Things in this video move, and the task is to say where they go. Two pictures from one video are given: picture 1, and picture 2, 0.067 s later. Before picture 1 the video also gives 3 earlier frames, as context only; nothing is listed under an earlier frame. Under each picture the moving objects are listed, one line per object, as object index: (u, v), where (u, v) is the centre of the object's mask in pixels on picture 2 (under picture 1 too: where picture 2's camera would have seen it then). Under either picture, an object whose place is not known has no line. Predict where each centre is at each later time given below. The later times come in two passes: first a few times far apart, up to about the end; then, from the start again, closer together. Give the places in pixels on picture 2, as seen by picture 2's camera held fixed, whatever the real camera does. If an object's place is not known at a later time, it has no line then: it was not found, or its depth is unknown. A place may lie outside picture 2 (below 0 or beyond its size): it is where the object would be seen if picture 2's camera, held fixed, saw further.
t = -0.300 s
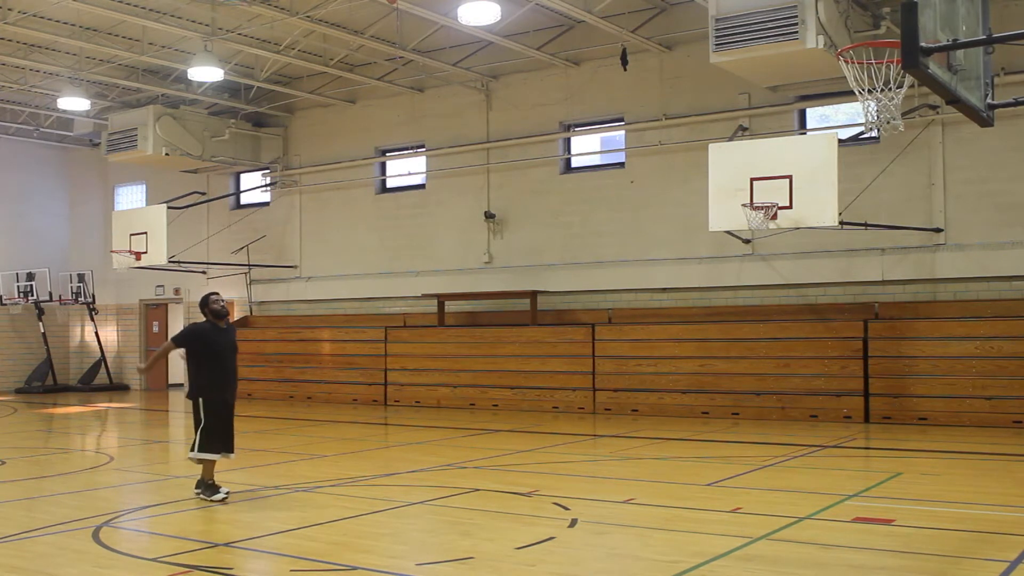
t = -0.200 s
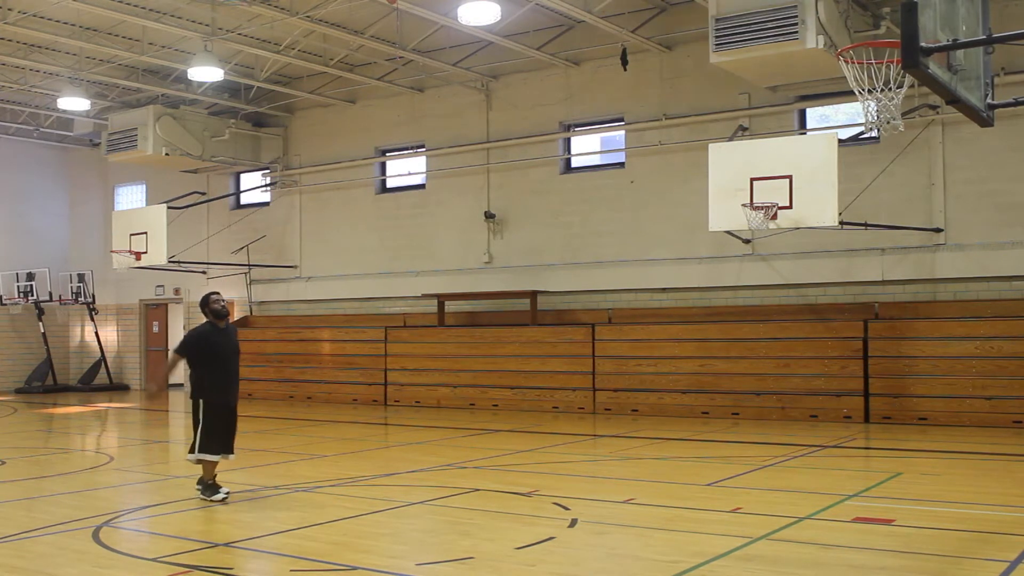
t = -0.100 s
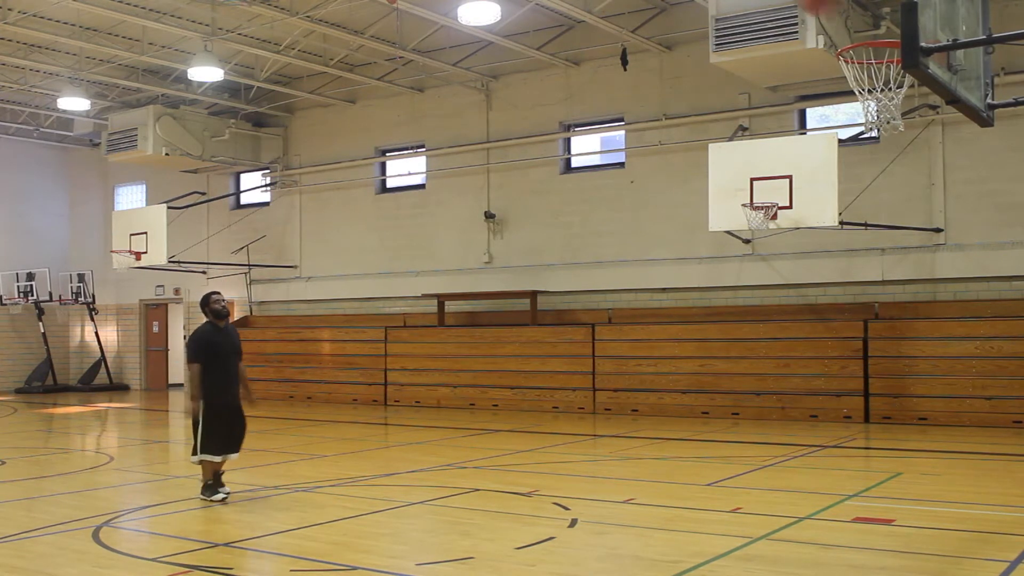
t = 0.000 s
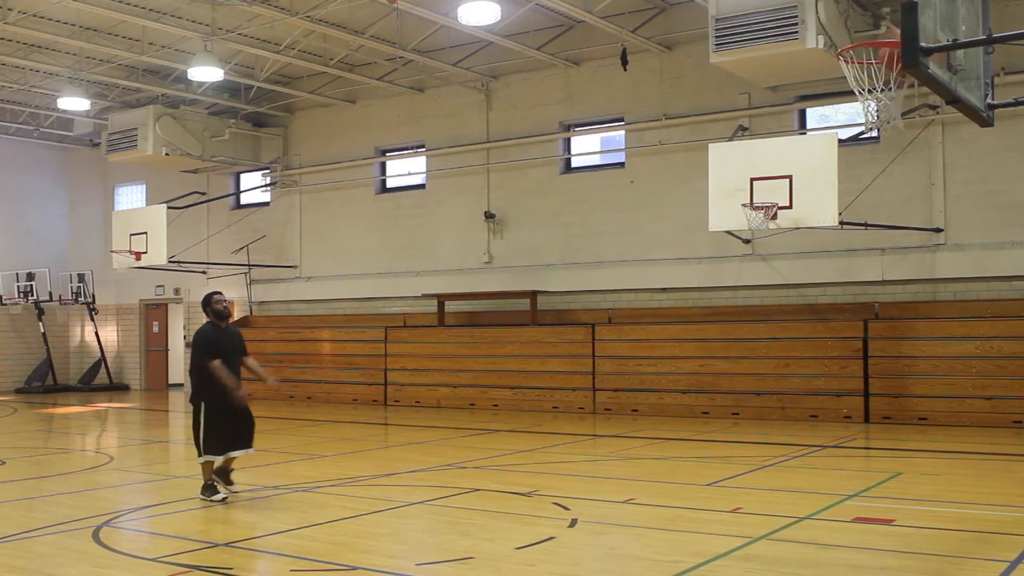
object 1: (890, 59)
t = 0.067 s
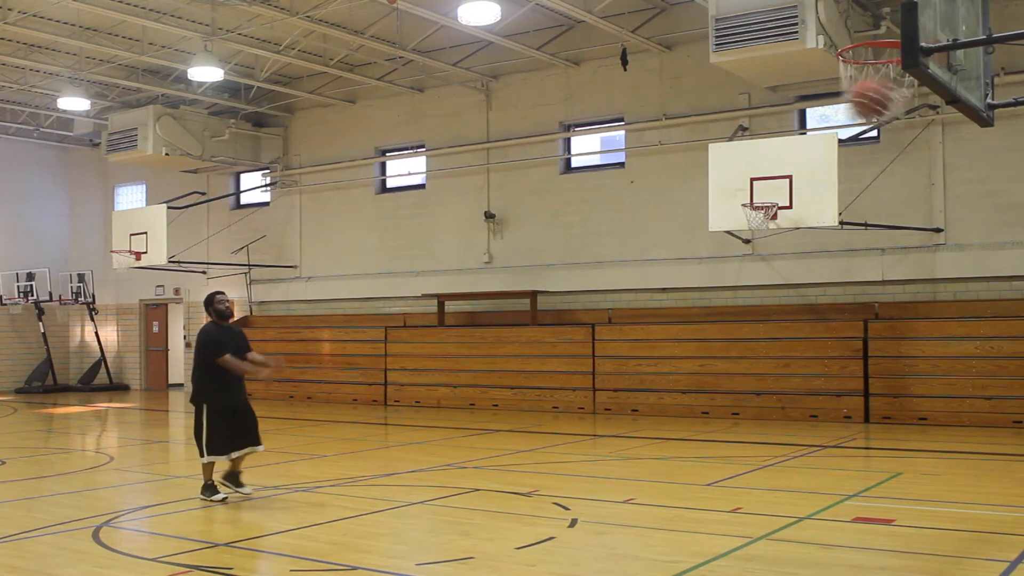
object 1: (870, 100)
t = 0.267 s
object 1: (836, 105)
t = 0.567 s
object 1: (826, 194)
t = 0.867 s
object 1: (814, 435)
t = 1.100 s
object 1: (814, 459)
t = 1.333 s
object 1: (861, 491)
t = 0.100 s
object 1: (856, 105)
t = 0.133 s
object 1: (850, 102)
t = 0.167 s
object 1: (848, 106)
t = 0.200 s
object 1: (843, 104)
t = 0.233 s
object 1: (839, 104)
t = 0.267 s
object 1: (836, 105)
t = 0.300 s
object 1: (834, 106)
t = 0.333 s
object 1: (834, 110)
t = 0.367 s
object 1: (833, 114)
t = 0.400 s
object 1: (833, 124)
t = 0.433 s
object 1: (831, 135)
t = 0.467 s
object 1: (830, 148)
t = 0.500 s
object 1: (828, 161)
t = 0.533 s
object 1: (827, 176)
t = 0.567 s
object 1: (826, 194)
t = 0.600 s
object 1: (825, 215)
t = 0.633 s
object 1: (823, 238)
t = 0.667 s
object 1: (822, 258)
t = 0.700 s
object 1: (821, 284)
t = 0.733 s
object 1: (820, 313)
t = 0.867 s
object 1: (814, 435)
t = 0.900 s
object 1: (813, 474)
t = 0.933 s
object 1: (811, 510)
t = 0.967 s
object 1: (810, 548)
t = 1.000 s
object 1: (811, 530)
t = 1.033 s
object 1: (812, 504)
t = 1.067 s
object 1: (813, 480)
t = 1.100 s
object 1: (814, 459)
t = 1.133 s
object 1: (815, 436)
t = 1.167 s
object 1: (825, 335)
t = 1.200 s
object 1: (837, 346)
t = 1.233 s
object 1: (850, 472)
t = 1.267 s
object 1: (855, 468)
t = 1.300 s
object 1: (857, 424)
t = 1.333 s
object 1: (861, 491)
